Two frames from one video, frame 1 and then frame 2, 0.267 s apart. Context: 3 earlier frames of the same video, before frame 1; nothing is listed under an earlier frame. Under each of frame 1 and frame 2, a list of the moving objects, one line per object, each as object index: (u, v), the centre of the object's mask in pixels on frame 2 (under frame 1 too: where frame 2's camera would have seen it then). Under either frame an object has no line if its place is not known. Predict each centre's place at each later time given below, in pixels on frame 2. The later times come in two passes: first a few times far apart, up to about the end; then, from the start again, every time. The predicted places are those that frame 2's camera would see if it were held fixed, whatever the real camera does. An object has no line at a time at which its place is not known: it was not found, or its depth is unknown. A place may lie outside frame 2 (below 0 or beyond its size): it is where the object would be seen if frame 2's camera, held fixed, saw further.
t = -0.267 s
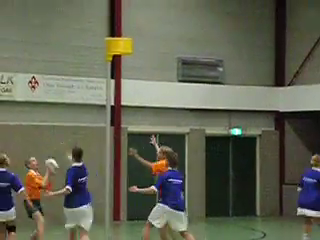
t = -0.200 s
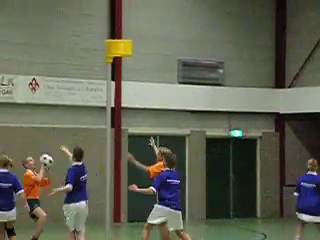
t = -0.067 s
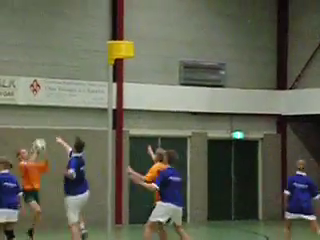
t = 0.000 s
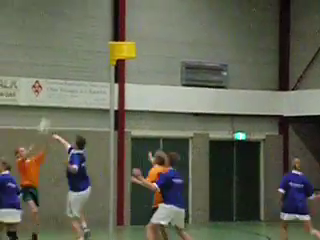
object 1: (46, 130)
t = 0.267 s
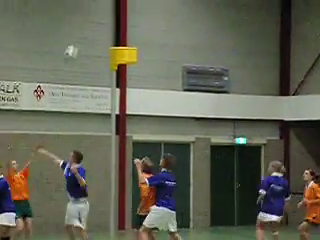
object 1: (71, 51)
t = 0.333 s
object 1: (76, 38)
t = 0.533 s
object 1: (95, 15)
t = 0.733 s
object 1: (115, 16)
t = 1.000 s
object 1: (138, 41)
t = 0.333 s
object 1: (76, 38)
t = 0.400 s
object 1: (83, 27)
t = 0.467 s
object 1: (89, 19)
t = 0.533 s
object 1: (95, 15)
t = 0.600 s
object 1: (101, 12)
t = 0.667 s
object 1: (108, 12)
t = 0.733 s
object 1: (115, 16)
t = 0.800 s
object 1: (121, 21)
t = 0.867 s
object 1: (126, 27)
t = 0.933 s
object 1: (133, 39)
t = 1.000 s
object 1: (138, 41)
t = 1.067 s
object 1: (143, 44)
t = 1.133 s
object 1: (148, 51)
